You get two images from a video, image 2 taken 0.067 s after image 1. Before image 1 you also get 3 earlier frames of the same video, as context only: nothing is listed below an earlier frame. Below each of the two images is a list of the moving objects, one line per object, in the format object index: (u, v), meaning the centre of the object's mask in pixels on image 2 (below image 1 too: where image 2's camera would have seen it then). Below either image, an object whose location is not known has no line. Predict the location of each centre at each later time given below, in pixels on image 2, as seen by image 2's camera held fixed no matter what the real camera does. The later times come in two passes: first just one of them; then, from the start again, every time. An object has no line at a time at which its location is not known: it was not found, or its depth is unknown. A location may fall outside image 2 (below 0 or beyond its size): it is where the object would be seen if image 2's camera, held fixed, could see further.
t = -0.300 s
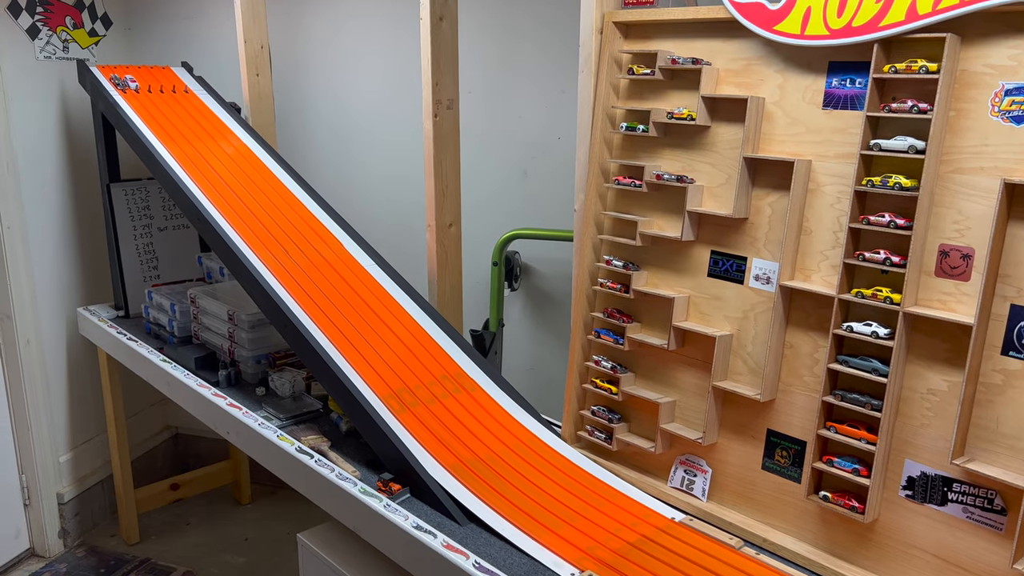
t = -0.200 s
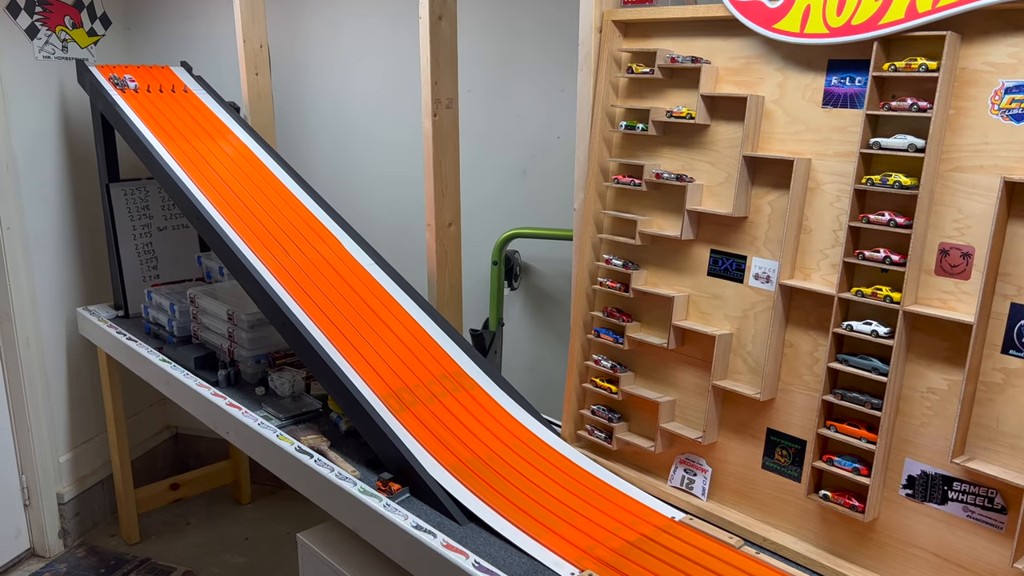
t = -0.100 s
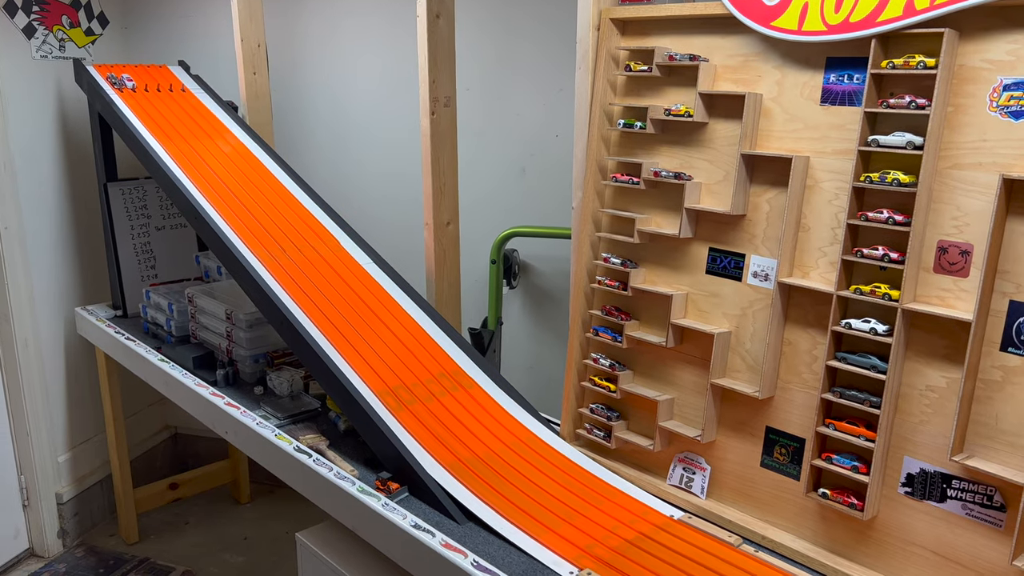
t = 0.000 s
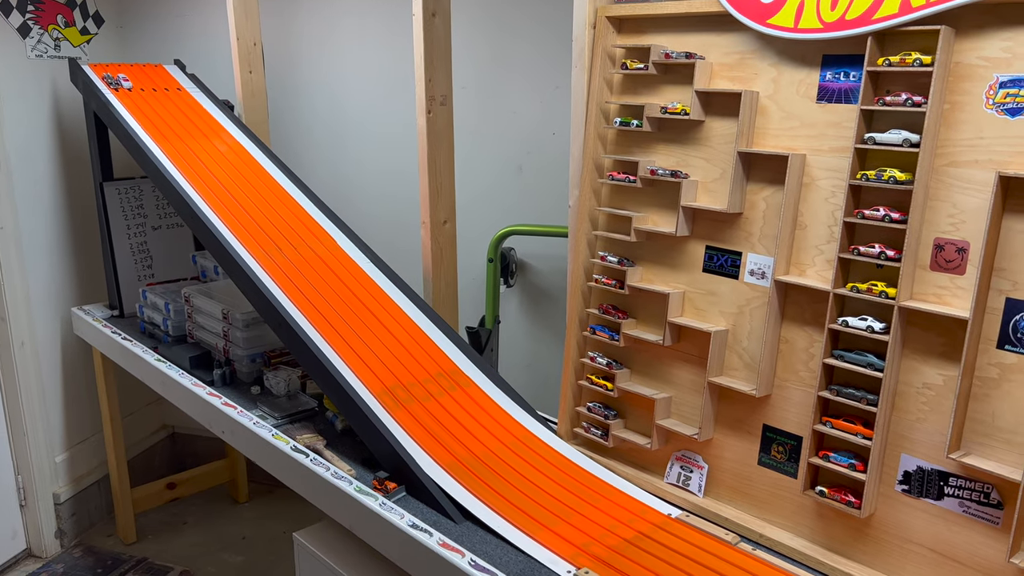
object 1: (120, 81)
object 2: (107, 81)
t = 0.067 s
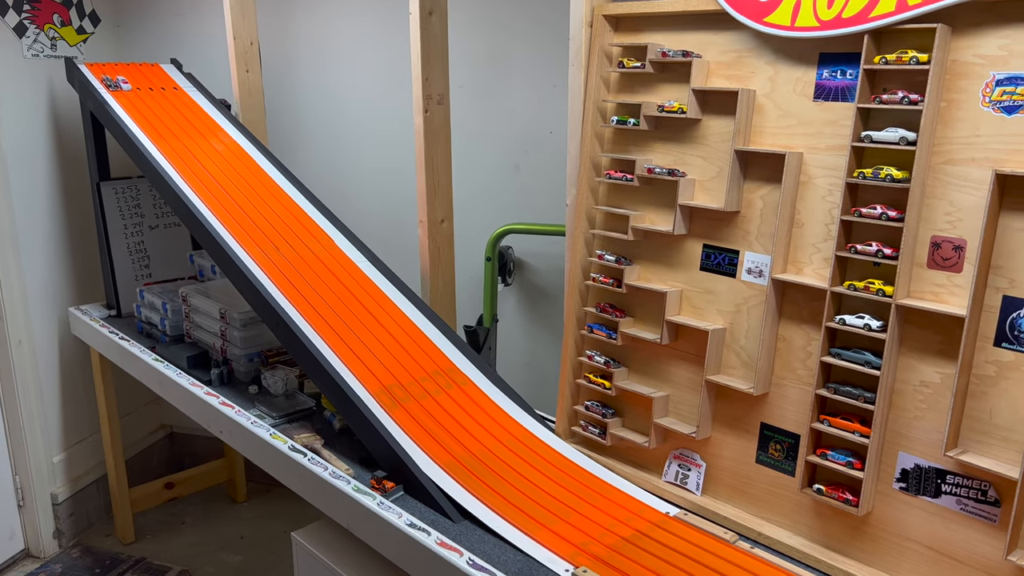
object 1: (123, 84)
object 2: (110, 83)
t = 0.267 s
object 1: (144, 107)
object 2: (130, 107)
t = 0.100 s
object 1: (125, 86)
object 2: (112, 86)
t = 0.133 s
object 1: (127, 89)
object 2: (114, 89)
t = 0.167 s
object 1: (131, 93)
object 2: (117, 92)
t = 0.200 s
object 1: (134, 96)
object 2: (121, 96)
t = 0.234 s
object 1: (139, 101)
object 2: (125, 101)
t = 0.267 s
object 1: (144, 107)
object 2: (130, 107)
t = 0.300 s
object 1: (149, 113)
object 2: (135, 113)
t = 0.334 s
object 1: (156, 120)
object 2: (142, 120)
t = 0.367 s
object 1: (163, 127)
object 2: (149, 128)
